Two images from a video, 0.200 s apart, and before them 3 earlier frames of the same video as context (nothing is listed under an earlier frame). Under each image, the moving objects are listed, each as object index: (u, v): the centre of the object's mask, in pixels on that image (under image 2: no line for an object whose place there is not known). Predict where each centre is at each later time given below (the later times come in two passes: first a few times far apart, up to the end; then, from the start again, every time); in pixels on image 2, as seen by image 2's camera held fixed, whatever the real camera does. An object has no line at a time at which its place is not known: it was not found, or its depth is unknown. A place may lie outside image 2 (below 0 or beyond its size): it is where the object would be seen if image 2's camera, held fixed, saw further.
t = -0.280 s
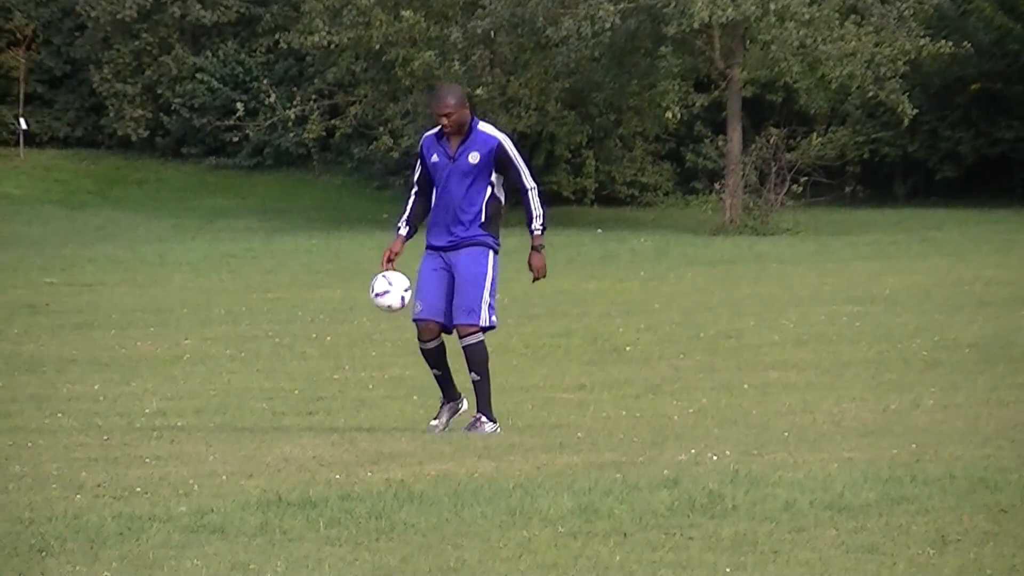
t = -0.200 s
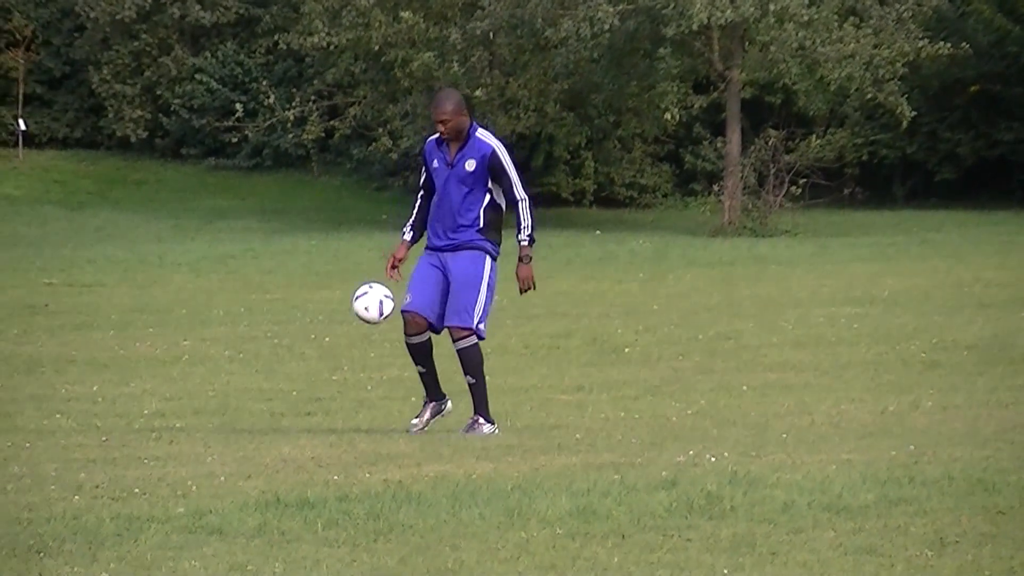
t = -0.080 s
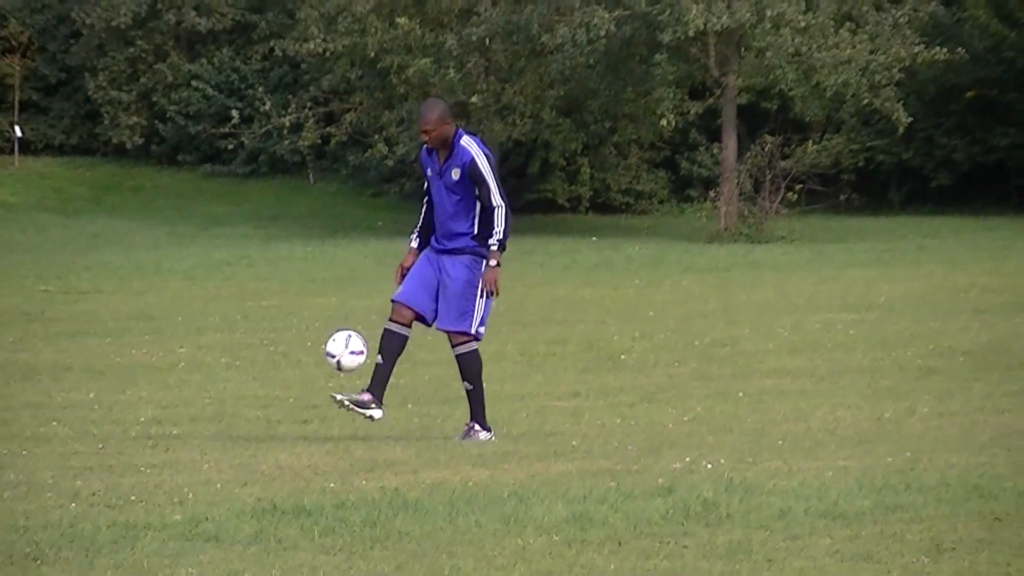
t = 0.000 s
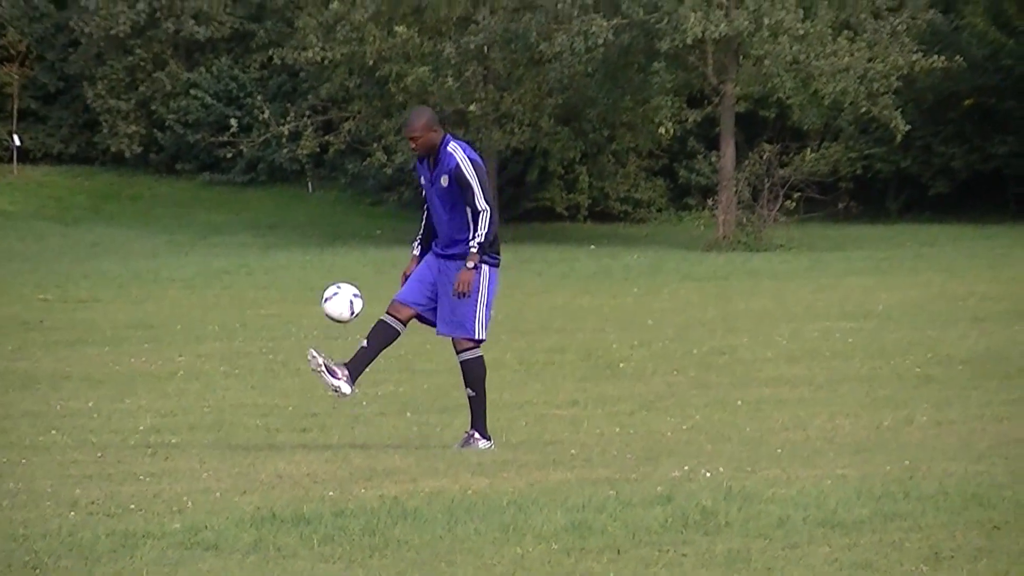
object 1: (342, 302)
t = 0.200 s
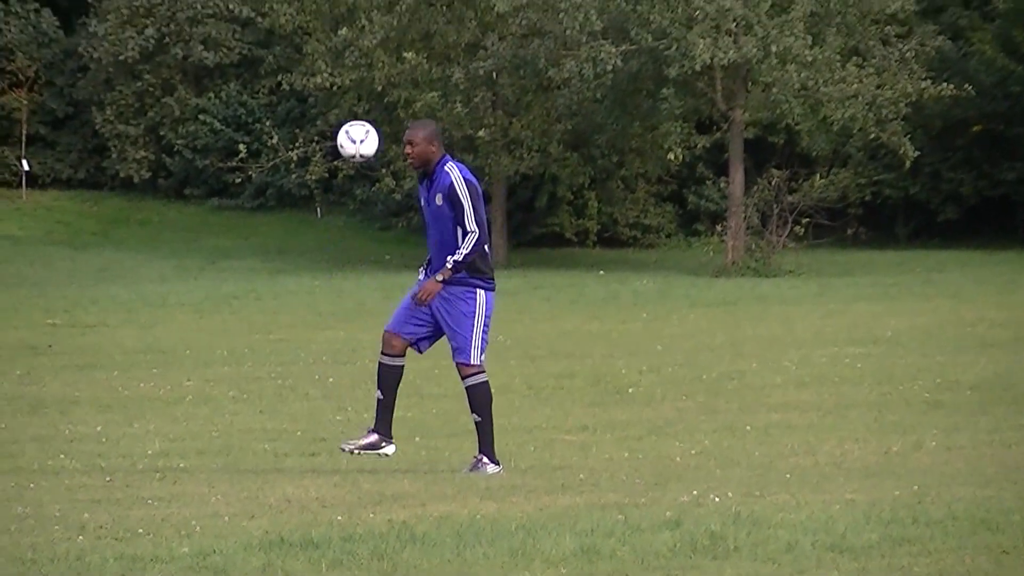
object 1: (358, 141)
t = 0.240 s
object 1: (359, 112)
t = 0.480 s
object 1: (371, 1)
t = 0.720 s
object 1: (391, 0)
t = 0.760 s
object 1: (393, 11)
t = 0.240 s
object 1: (359, 112)
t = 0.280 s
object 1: (362, 86)
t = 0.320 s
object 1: (363, 64)
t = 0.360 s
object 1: (365, 44)
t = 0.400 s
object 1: (368, 27)
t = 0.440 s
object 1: (369, 12)
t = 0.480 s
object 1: (371, 1)
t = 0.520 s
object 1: (374, -6)
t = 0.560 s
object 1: (378, -11)
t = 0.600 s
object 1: (382, -12)
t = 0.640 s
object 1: (385, -12)
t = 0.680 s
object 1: (388, -8)
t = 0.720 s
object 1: (391, 0)
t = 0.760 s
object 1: (393, 11)
